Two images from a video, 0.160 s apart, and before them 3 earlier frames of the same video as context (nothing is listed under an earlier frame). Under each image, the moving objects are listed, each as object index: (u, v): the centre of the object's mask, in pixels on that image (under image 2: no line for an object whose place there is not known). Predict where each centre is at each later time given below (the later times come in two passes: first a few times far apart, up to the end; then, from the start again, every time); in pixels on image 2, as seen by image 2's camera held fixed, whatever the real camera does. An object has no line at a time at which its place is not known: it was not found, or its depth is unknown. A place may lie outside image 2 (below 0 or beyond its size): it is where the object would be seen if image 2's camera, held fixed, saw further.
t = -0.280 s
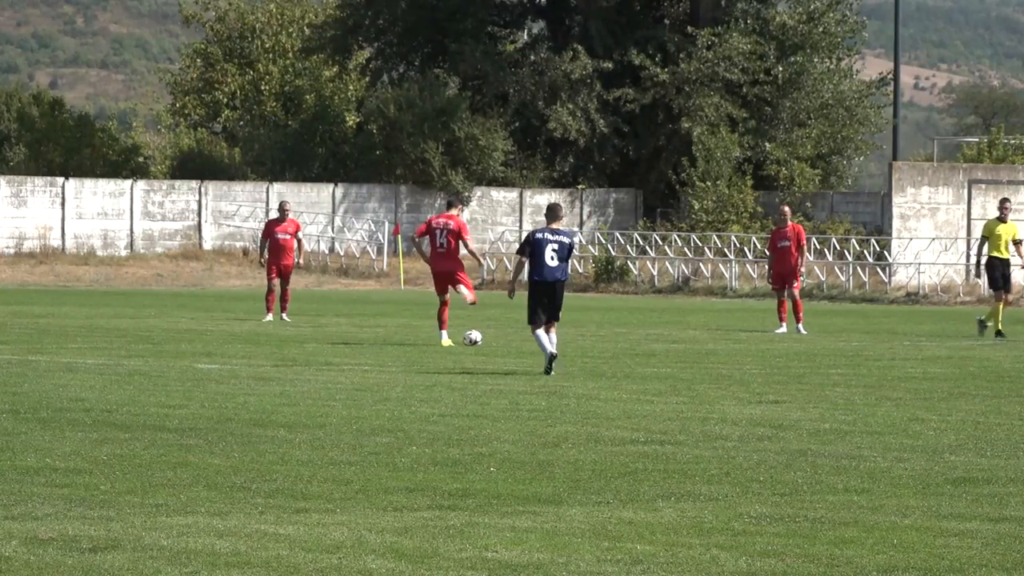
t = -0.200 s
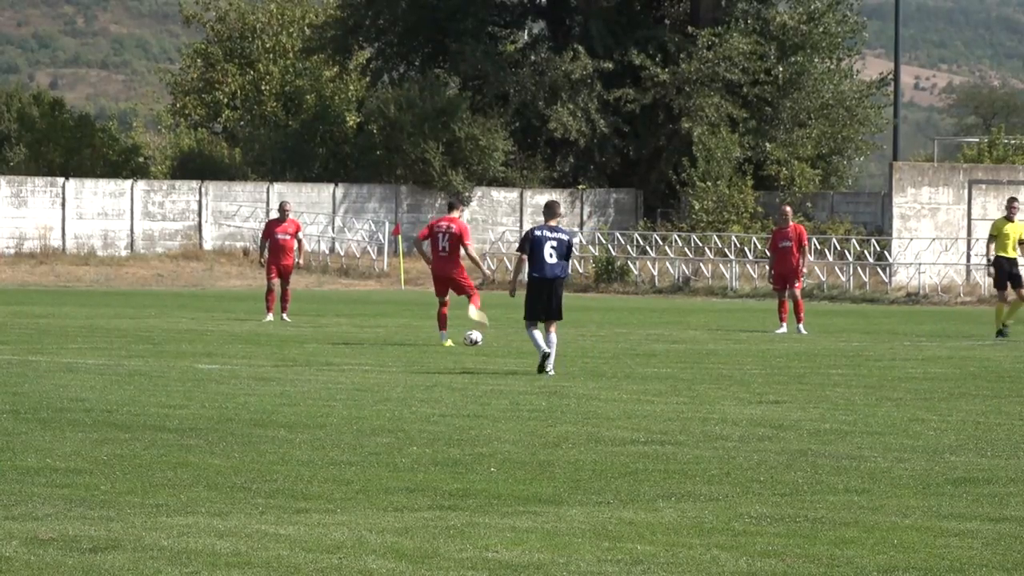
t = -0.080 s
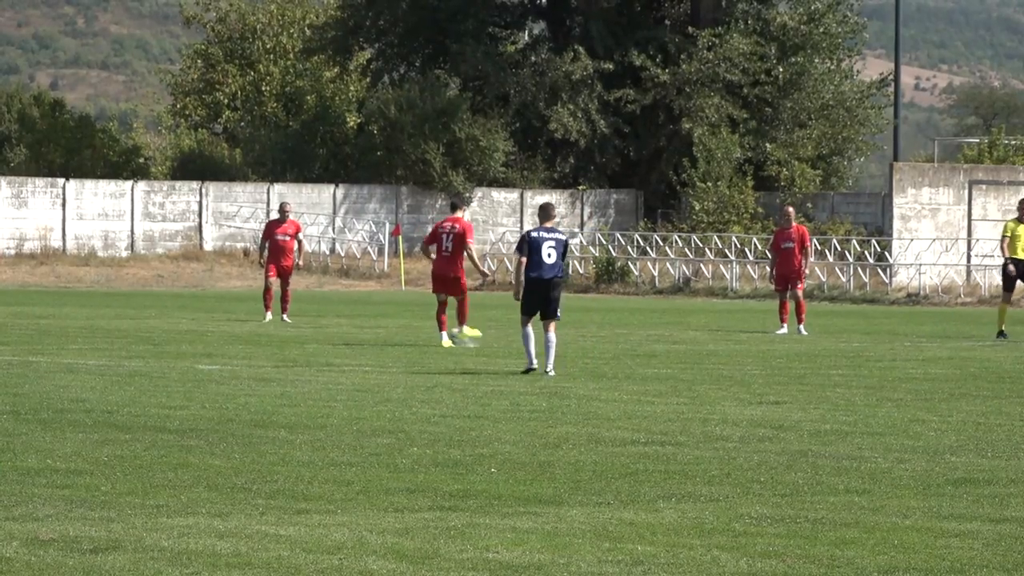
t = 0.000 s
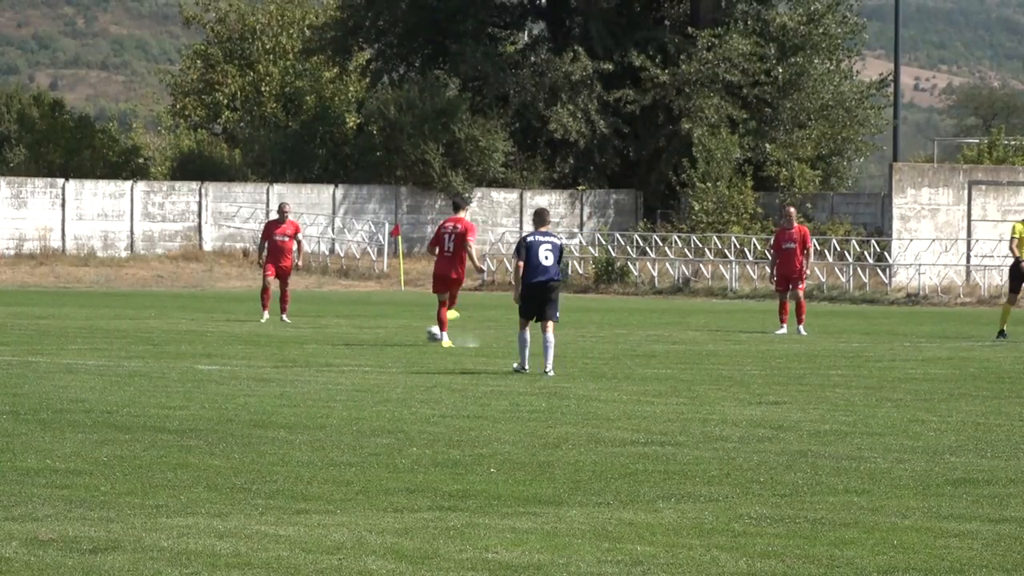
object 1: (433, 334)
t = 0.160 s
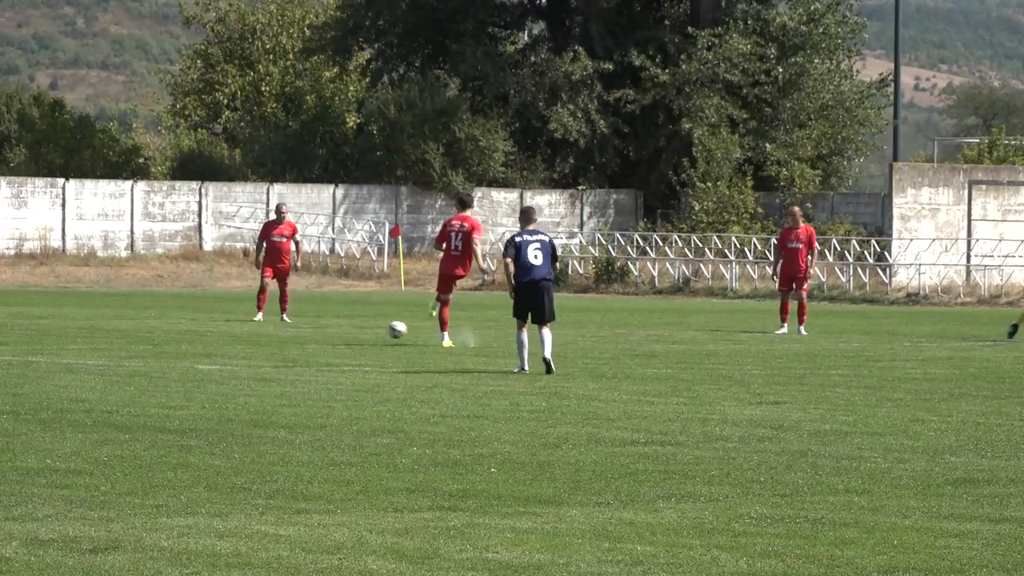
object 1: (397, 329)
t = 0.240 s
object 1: (380, 331)
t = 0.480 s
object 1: (339, 326)
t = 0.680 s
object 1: (312, 324)
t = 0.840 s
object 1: (293, 322)
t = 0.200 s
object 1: (388, 329)
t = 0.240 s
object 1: (380, 331)
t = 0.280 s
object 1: (372, 330)
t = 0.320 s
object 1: (365, 329)
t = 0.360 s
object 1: (358, 328)
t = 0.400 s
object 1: (351, 328)
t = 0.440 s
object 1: (345, 327)
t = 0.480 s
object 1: (339, 326)
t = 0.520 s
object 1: (333, 326)
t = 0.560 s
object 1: (328, 325)
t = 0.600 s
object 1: (322, 324)
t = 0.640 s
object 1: (317, 324)
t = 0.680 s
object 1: (312, 324)
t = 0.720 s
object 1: (307, 323)
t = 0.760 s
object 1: (303, 322)
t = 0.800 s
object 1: (298, 323)
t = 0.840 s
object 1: (293, 322)
